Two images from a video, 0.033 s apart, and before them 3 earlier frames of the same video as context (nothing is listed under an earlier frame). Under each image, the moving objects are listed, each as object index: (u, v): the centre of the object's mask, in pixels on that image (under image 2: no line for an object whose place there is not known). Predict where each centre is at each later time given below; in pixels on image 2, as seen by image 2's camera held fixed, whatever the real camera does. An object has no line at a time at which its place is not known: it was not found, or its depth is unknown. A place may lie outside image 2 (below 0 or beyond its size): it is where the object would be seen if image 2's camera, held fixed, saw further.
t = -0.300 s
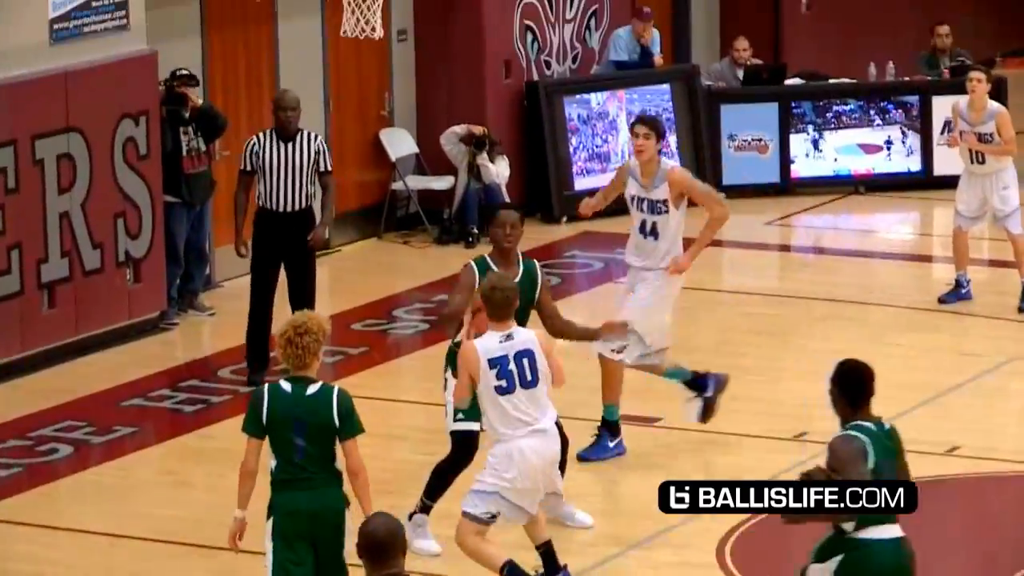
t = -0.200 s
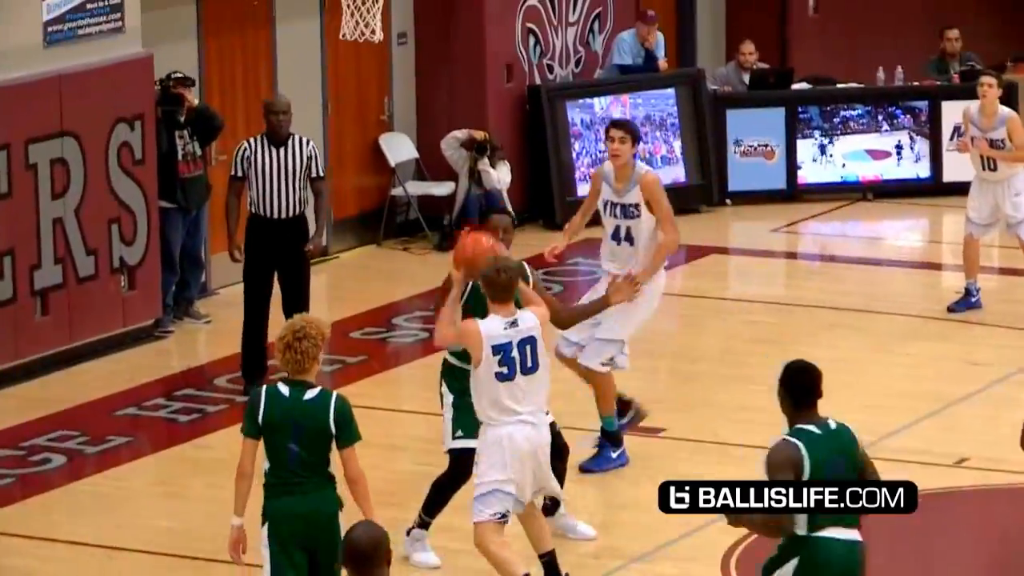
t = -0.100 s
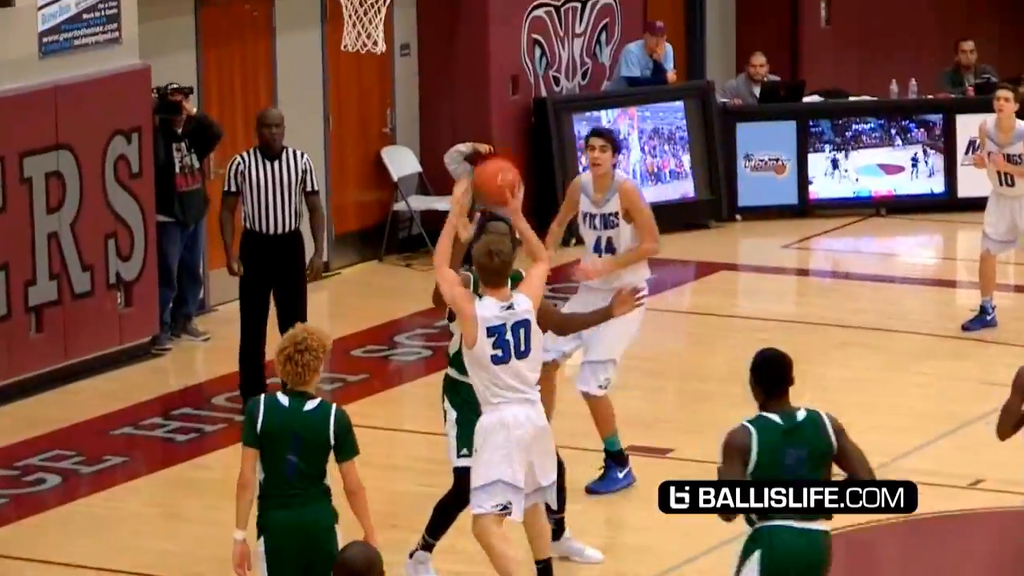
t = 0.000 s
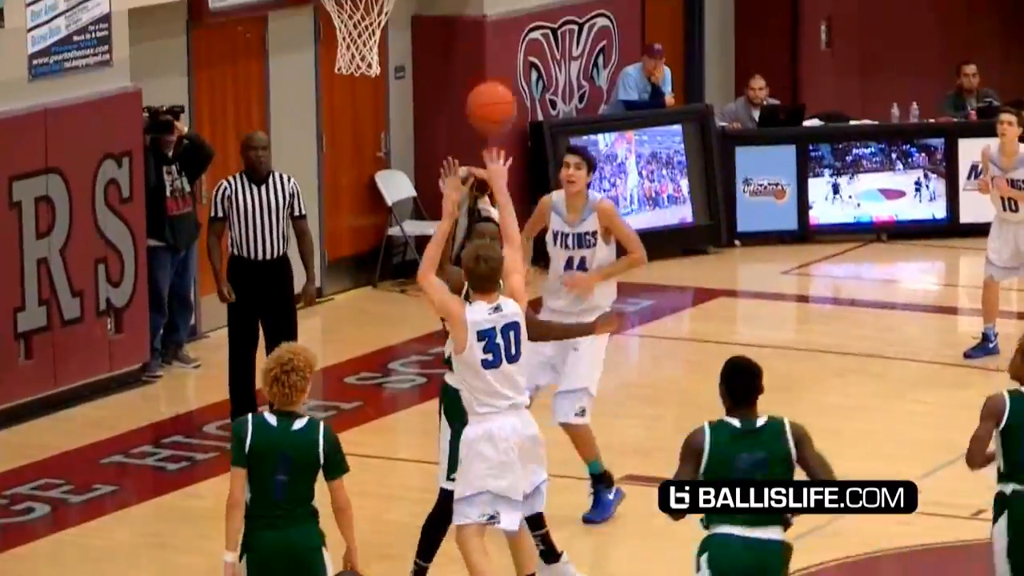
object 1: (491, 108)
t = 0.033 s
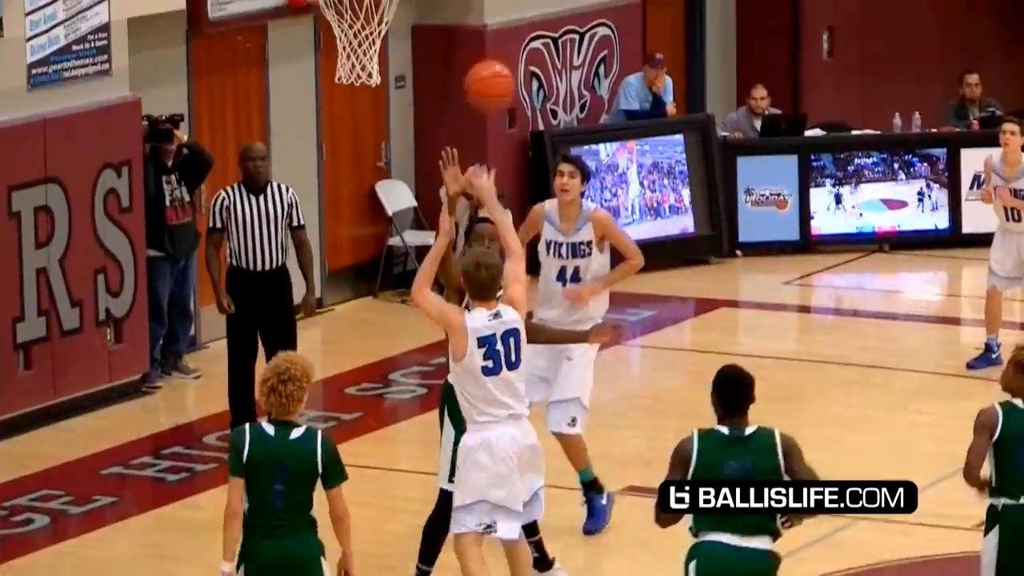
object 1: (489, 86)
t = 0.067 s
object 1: (486, 57)
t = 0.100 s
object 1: (484, 29)
